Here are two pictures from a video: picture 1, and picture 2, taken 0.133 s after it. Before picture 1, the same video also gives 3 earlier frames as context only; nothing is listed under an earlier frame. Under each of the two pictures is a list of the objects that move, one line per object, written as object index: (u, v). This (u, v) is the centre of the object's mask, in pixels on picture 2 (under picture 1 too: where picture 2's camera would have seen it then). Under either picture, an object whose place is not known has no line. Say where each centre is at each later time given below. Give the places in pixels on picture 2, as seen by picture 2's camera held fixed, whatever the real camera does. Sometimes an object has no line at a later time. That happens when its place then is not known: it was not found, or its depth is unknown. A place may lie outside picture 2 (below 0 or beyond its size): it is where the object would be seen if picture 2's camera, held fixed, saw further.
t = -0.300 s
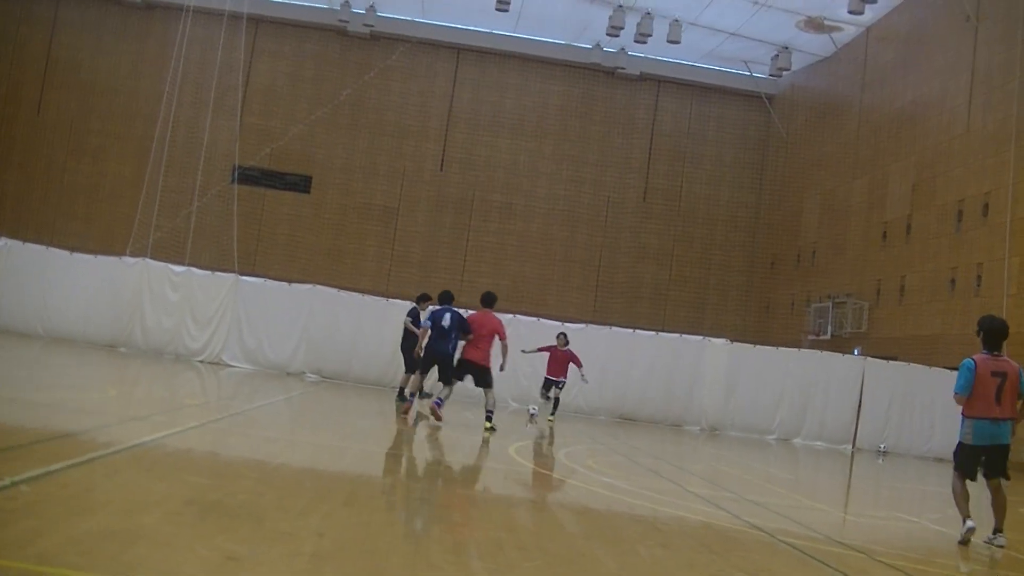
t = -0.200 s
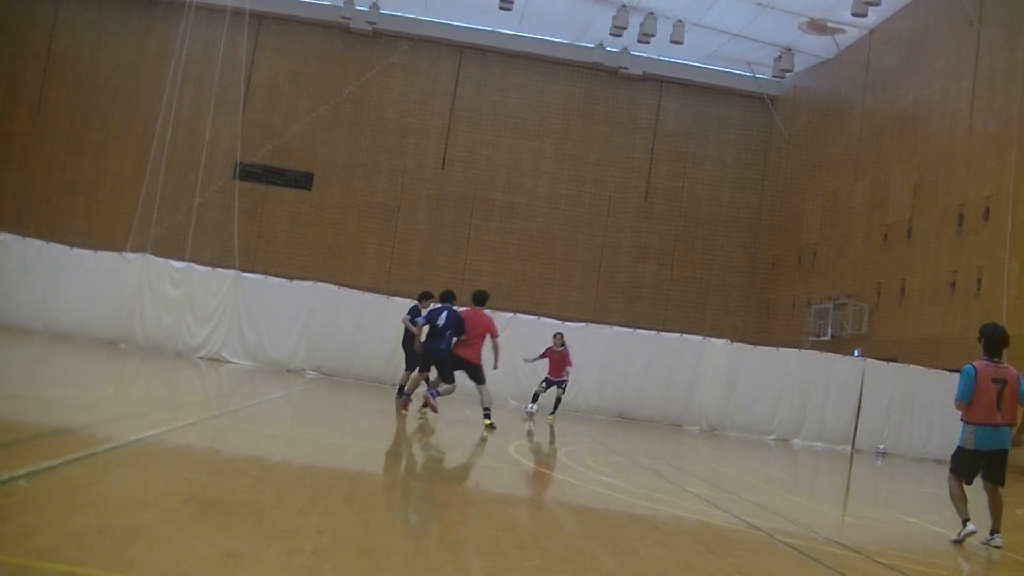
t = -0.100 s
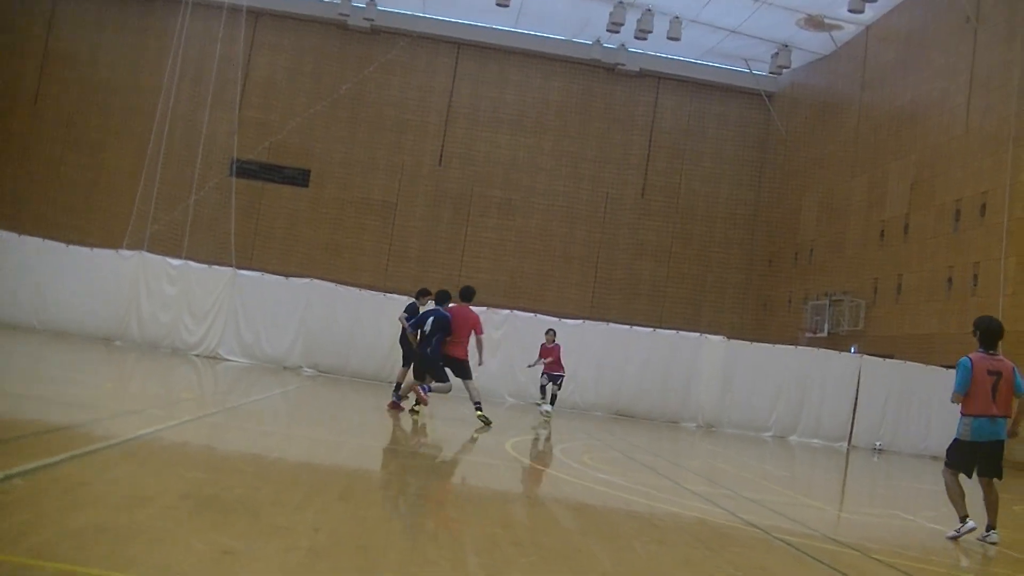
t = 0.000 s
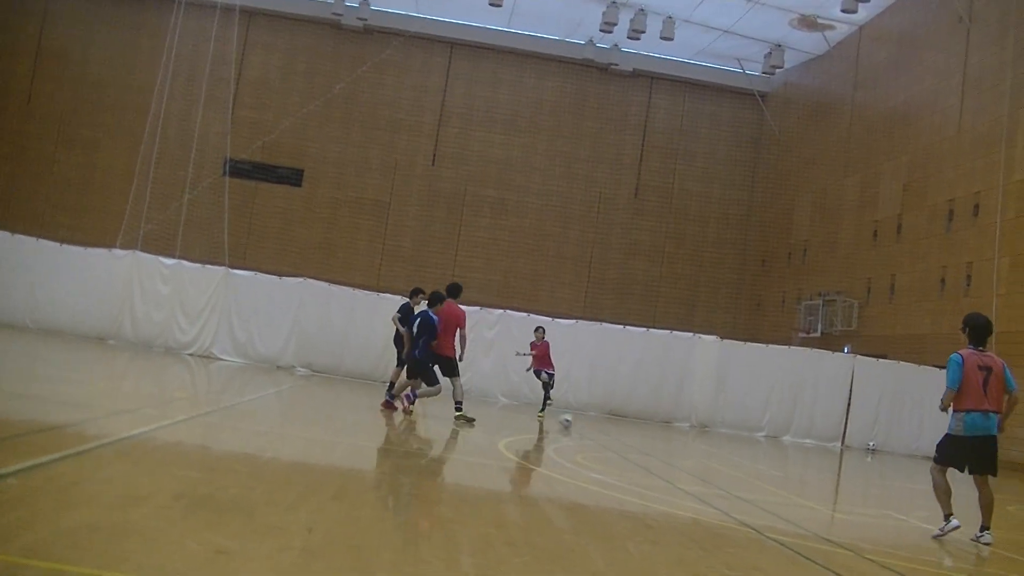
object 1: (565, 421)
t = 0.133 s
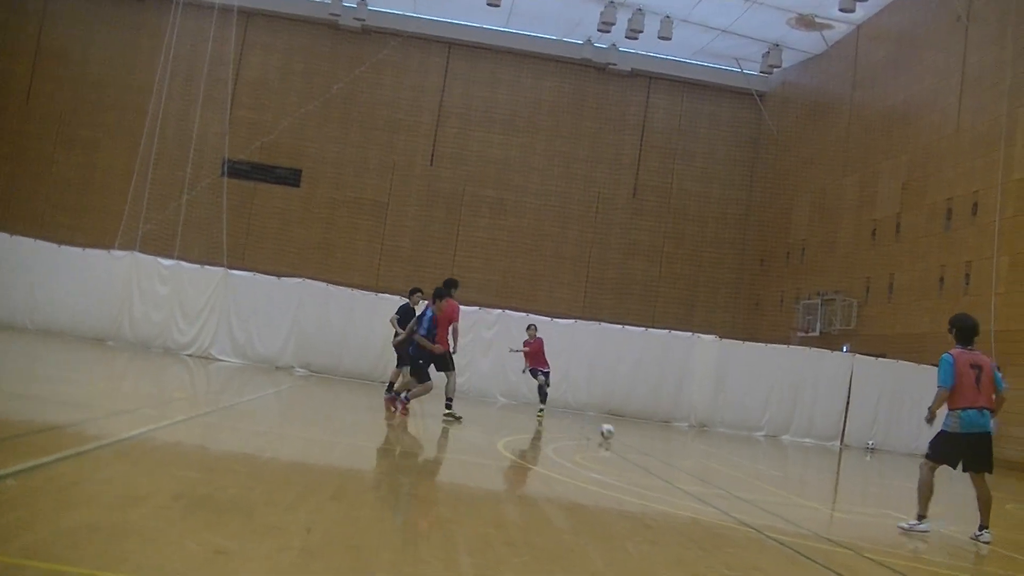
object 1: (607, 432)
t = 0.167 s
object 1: (618, 434)
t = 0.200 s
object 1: (628, 437)
